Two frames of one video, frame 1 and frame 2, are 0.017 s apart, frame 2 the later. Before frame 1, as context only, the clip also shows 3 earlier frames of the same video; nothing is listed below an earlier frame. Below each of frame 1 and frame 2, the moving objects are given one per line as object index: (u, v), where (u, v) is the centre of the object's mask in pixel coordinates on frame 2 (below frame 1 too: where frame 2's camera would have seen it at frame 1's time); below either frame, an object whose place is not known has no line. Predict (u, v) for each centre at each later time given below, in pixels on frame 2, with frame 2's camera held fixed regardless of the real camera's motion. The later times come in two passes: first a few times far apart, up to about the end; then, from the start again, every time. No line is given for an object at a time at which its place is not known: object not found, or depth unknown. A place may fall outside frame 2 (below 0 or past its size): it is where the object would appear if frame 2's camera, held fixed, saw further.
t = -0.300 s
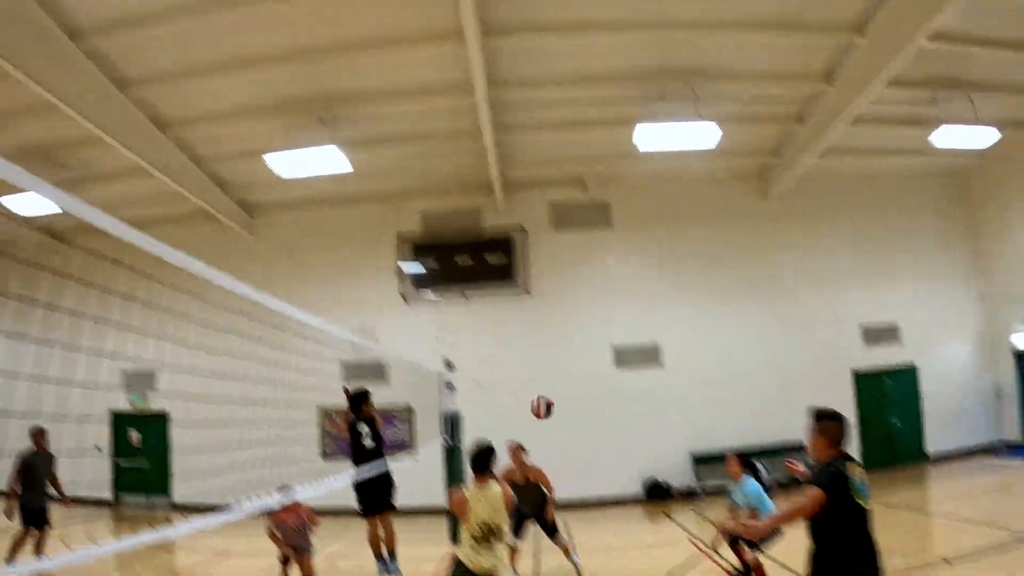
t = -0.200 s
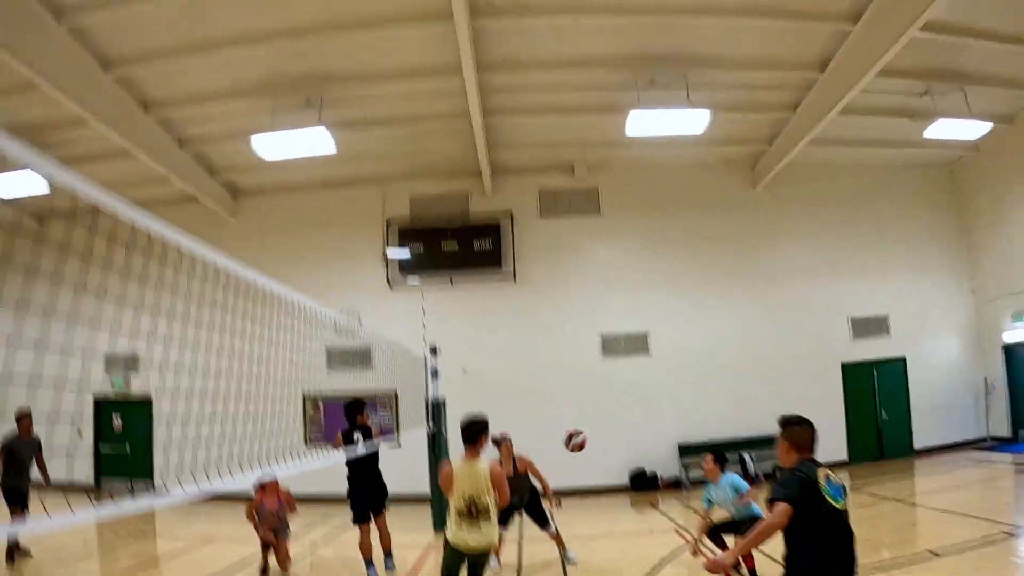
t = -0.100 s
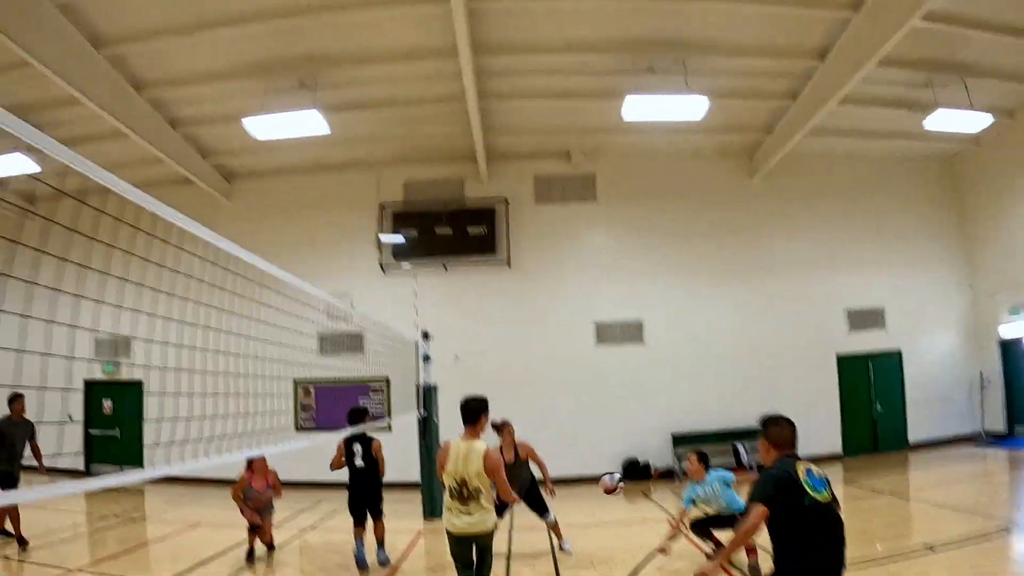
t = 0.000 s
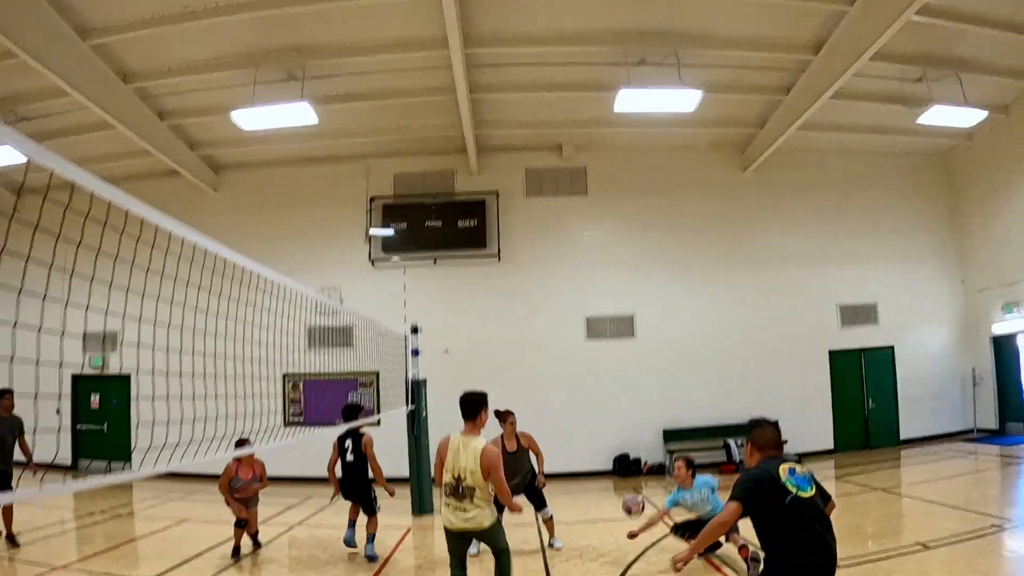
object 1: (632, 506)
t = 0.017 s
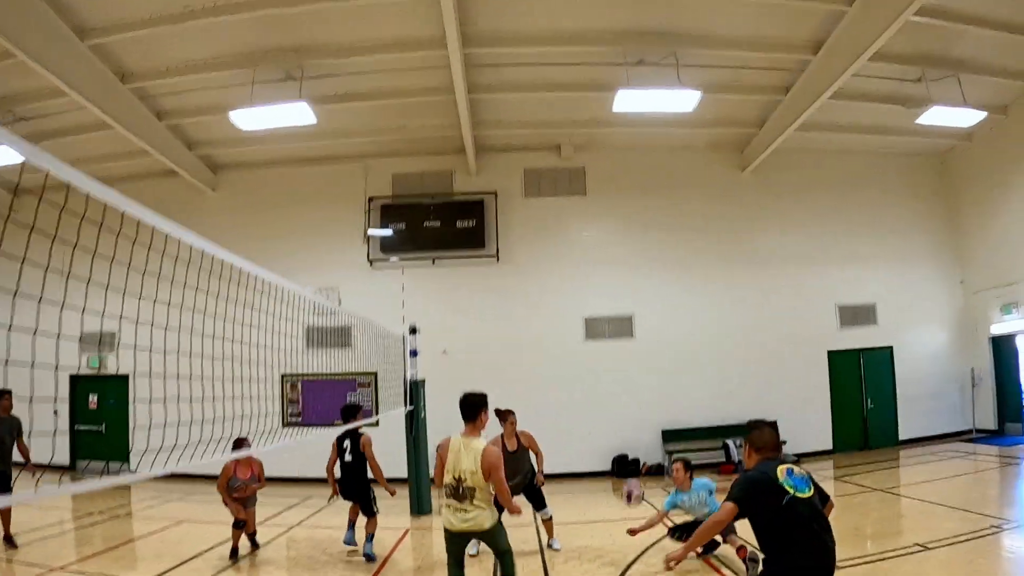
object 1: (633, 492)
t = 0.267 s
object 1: (637, 329)
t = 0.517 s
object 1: (646, 224)
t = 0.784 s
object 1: (647, 190)
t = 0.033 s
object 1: (633, 480)
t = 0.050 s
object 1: (633, 466)
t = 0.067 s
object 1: (634, 457)
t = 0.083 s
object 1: (634, 444)
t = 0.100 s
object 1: (634, 432)
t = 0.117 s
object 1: (634, 422)
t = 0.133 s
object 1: (635, 411)
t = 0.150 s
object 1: (635, 400)
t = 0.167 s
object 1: (635, 390)
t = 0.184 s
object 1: (635, 379)
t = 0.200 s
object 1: (636, 368)
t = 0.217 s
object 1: (636, 359)
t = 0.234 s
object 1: (637, 349)
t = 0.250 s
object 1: (637, 339)
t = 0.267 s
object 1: (637, 329)
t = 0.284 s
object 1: (638, 321)
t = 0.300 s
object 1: (638, 312)
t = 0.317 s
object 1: (638, 303)
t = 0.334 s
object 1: (639, 294)
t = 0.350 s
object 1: (639, 286)
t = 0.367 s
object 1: (640, 279)
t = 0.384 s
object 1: (640, 273)
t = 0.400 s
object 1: (641, 266)
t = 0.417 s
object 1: (642, 259)
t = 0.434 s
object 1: (643, 251)
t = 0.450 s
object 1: (643, 245)
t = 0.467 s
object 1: (643, 239)
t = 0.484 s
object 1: (644, 234)
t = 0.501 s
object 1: (645, 230)
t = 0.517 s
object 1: (646, 224)
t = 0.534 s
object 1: (647, 220)
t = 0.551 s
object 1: (647, 216)
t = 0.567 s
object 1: (647, 212)
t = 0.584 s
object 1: (648, 207)
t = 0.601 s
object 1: (648, 205)
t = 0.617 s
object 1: (649, 201)
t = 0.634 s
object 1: (649, 198)
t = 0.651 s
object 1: (648, 196)
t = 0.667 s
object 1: (648, 194)
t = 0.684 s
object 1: (648, 192)
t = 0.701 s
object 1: (648, 191)
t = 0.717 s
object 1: (648, 190)
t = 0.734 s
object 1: (647, 190)
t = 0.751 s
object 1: (647, 189)
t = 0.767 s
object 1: (647, 189)
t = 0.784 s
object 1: (647, 190)
